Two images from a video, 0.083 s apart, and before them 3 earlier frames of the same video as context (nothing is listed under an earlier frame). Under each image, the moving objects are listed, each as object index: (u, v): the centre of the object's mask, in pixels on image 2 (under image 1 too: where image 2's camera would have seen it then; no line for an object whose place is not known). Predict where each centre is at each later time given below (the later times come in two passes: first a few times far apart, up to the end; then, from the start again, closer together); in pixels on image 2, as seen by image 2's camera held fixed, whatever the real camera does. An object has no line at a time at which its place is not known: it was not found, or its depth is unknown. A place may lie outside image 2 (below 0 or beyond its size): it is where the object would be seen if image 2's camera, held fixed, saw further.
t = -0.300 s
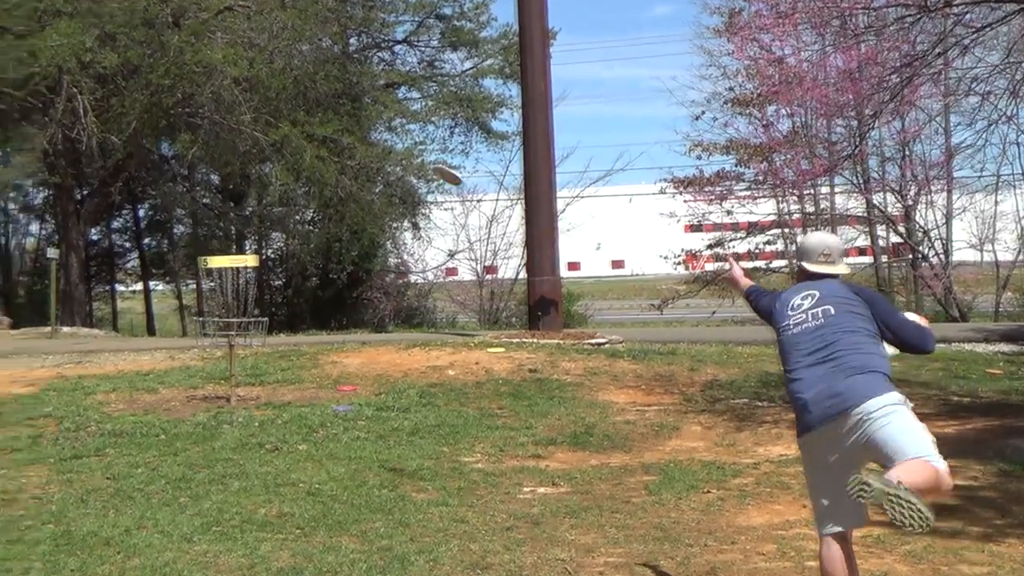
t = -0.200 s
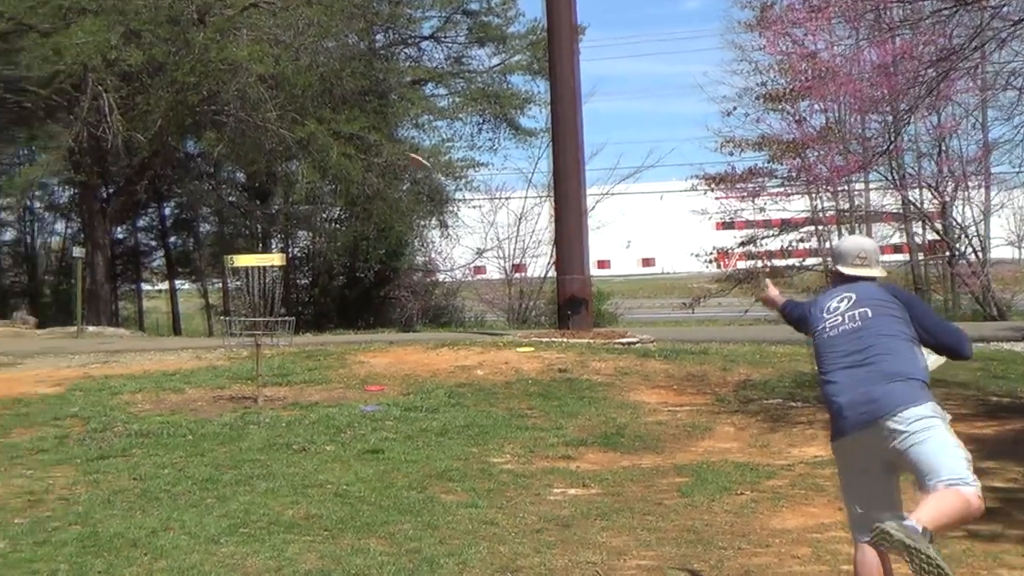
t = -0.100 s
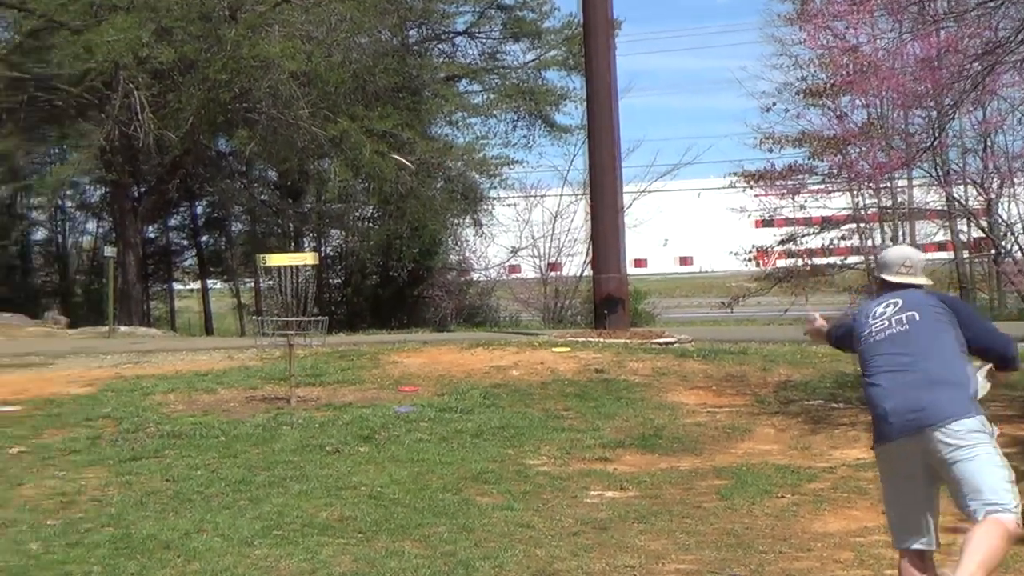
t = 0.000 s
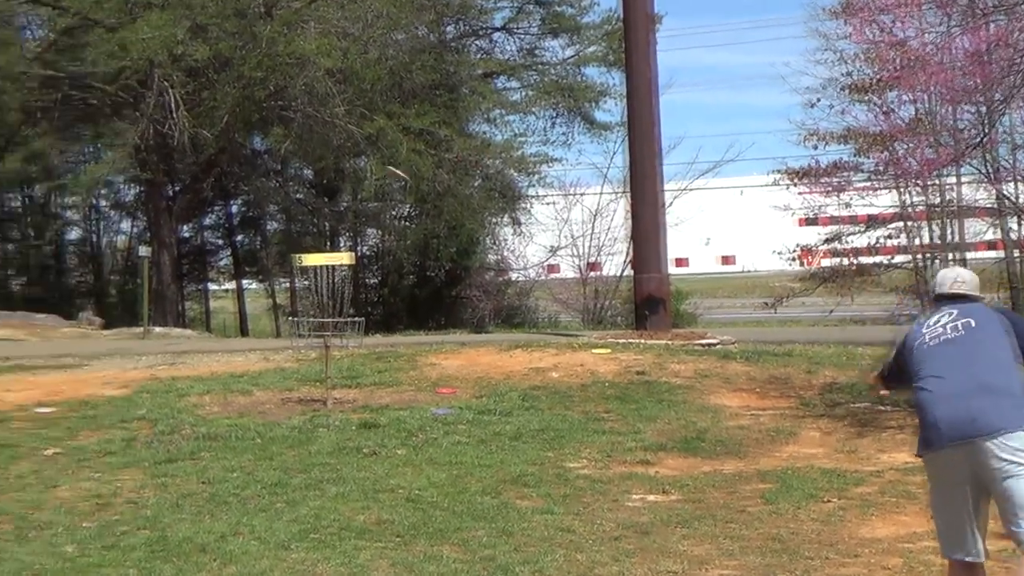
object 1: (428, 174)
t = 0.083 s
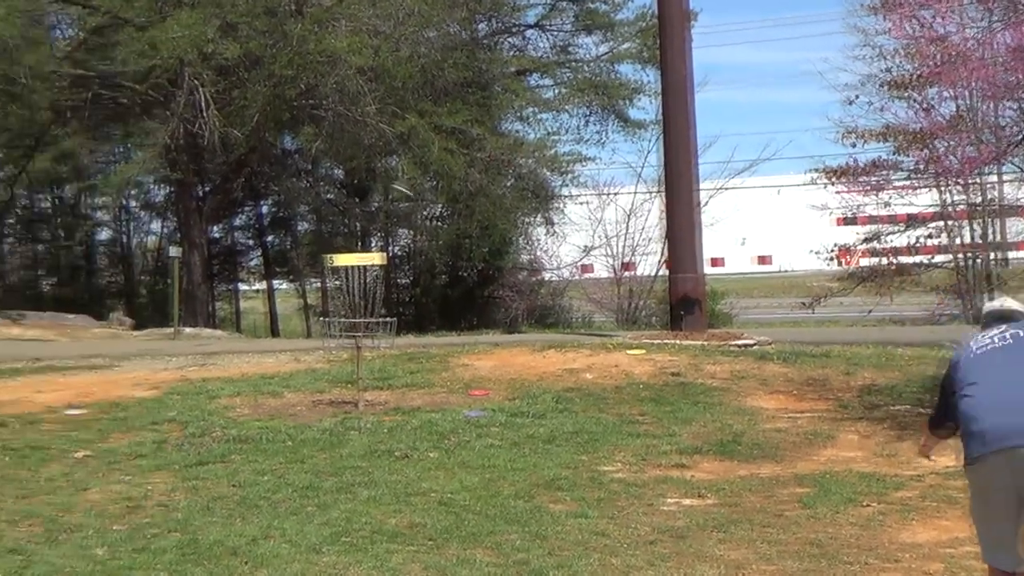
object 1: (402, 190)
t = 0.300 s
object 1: (355, 243)
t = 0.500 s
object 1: (327, 262)
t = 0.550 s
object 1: (323, 272)
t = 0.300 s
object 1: (355, 243)
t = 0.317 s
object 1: (351, 249)
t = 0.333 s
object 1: (350, 250)
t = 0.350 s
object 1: (349, 249)
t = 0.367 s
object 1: (344, 248)
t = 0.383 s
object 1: (343, 249)
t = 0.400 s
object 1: (341, 251)
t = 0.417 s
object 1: (339, 252)
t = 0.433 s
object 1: (337, 251)
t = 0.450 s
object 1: (333, 255)
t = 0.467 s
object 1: (333, 258)
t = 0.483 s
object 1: (332, 260)
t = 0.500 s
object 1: (327, 262)
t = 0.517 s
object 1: (328, 266)
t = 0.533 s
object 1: (326, 269)
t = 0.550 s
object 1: (323, 272)
